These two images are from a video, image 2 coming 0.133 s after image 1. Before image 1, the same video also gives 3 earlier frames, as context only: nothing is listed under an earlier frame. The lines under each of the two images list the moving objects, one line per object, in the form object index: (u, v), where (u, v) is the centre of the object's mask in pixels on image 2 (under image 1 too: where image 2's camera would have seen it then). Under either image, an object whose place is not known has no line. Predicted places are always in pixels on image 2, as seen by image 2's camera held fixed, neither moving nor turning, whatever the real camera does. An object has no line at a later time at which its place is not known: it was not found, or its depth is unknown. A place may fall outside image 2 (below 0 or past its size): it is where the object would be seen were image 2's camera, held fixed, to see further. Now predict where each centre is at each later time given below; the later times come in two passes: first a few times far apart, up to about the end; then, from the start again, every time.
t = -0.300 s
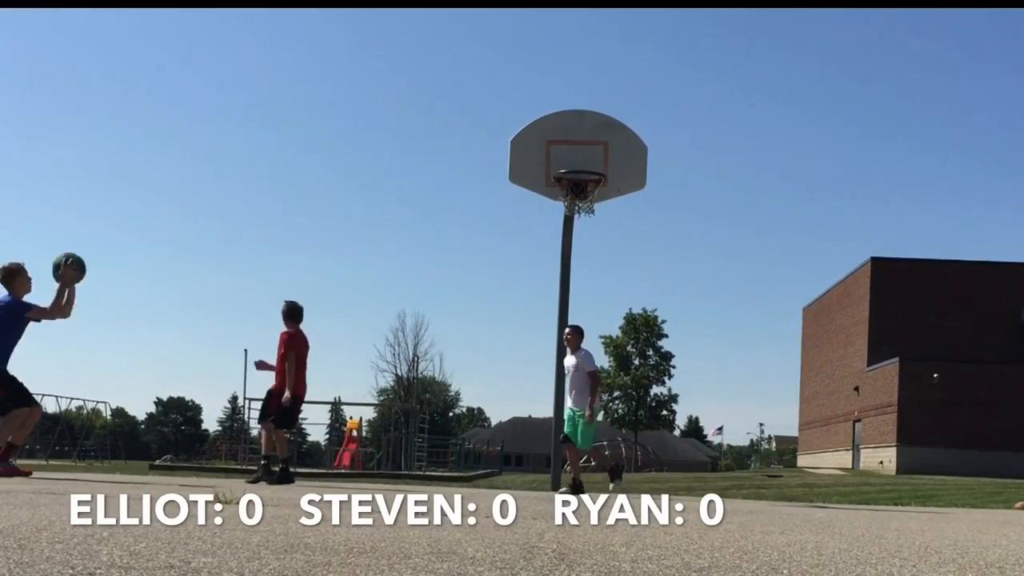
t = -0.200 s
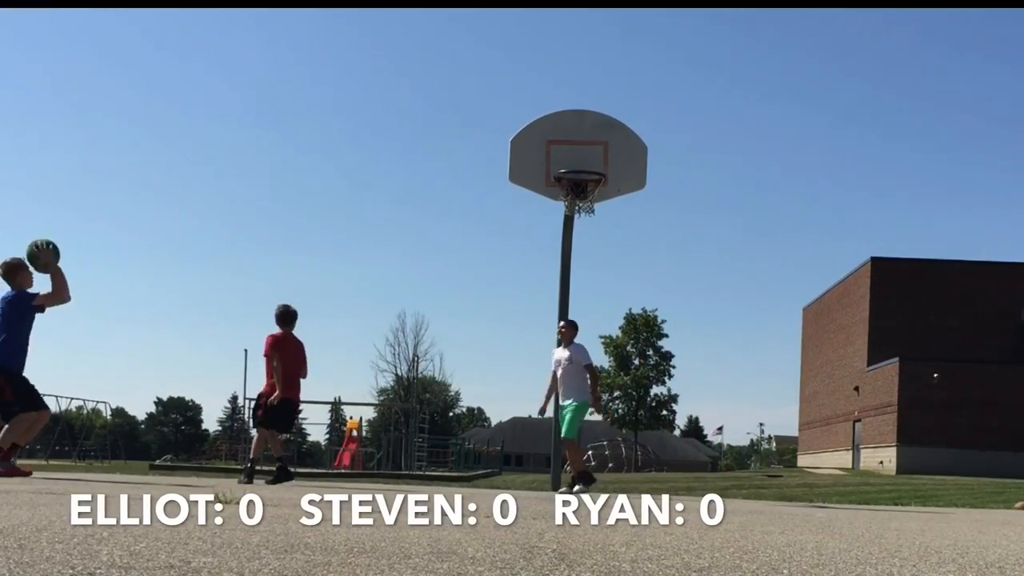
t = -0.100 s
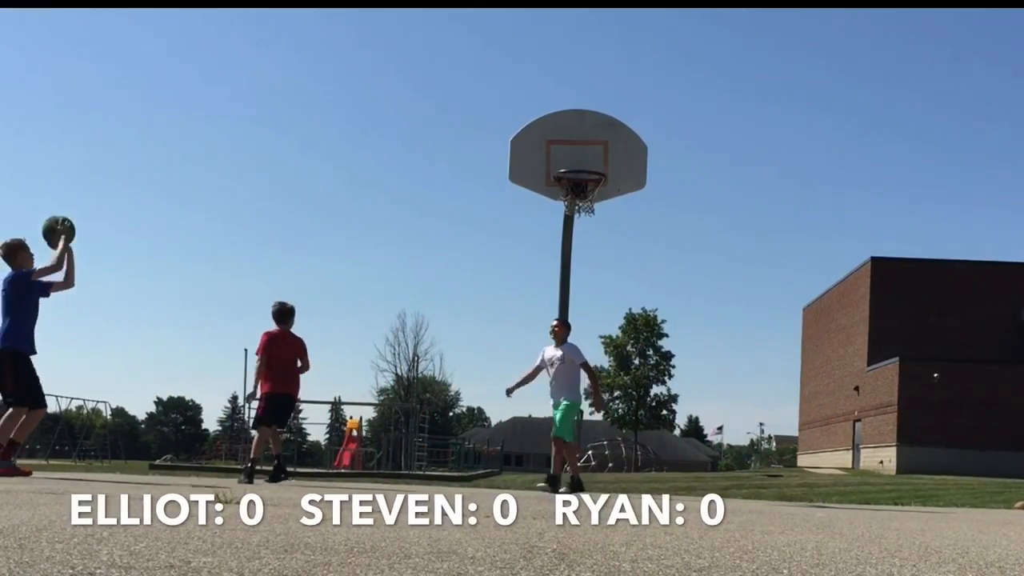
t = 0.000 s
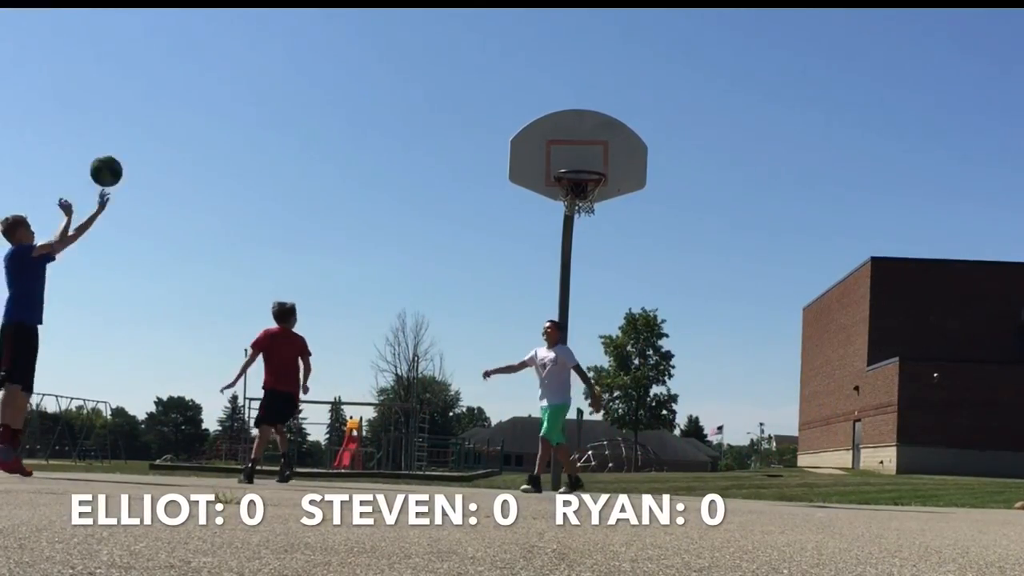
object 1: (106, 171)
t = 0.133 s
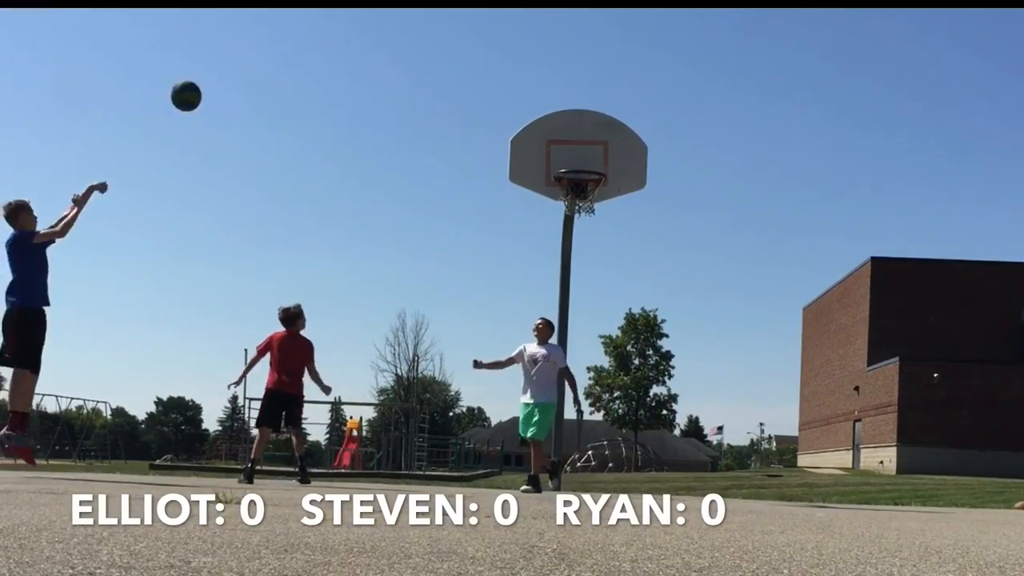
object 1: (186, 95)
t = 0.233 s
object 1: (241, 55)
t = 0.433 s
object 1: (339, 20)
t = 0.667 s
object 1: (438, 36)
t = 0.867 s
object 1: (511, 92)
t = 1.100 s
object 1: (583, 188)
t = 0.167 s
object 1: (205, 81)
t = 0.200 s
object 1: (223, 65)
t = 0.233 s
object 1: (241, 55)
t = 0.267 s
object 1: (259, 46)
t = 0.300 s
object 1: (275, 38)
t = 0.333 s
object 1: (292, 31)
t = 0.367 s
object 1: (308, 27)
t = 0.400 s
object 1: (324, 23)
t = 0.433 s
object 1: (339, 20)
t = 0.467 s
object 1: (354, 19)
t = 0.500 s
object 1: (369, 19)
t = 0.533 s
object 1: (383, 20)
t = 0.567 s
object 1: (397, 22)
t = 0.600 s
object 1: (411, 25)
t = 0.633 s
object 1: (425, 30)
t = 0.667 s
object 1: (438, 36)
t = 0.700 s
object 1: (451, 42)
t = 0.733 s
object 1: (463, 50)
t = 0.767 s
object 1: (476, 59)
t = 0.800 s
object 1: (488, 69)
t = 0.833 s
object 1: (500, 80)
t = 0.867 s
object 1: (511, 92)
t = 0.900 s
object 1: (523, 105)
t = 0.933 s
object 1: (534, 119)
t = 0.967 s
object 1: (545, 133)
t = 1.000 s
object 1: (556, 149)
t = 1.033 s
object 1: (566, 163)
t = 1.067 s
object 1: (578, 177)
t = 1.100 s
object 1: (583, 188)
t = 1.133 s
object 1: (588, 196)
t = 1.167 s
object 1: (587, 198)
